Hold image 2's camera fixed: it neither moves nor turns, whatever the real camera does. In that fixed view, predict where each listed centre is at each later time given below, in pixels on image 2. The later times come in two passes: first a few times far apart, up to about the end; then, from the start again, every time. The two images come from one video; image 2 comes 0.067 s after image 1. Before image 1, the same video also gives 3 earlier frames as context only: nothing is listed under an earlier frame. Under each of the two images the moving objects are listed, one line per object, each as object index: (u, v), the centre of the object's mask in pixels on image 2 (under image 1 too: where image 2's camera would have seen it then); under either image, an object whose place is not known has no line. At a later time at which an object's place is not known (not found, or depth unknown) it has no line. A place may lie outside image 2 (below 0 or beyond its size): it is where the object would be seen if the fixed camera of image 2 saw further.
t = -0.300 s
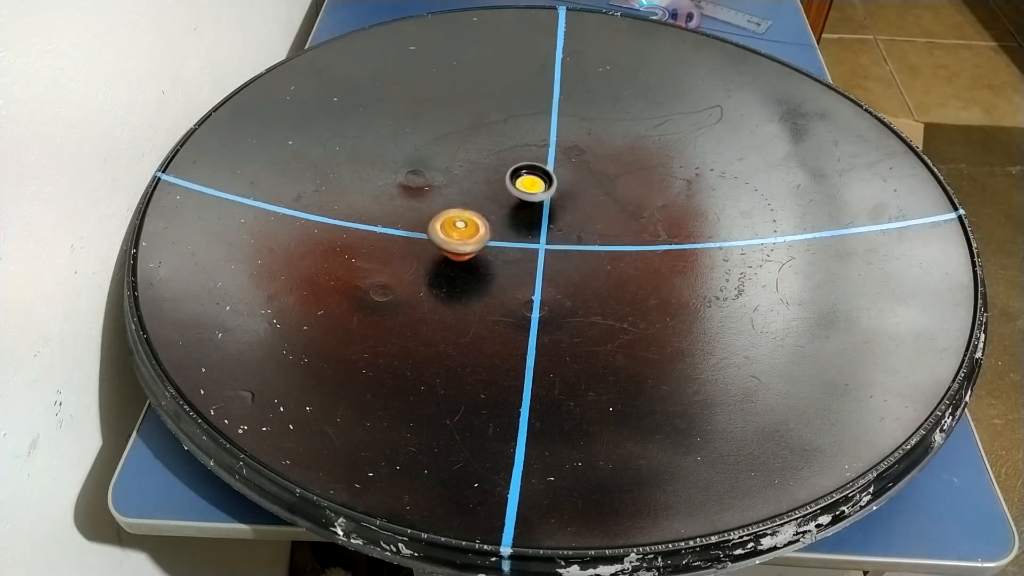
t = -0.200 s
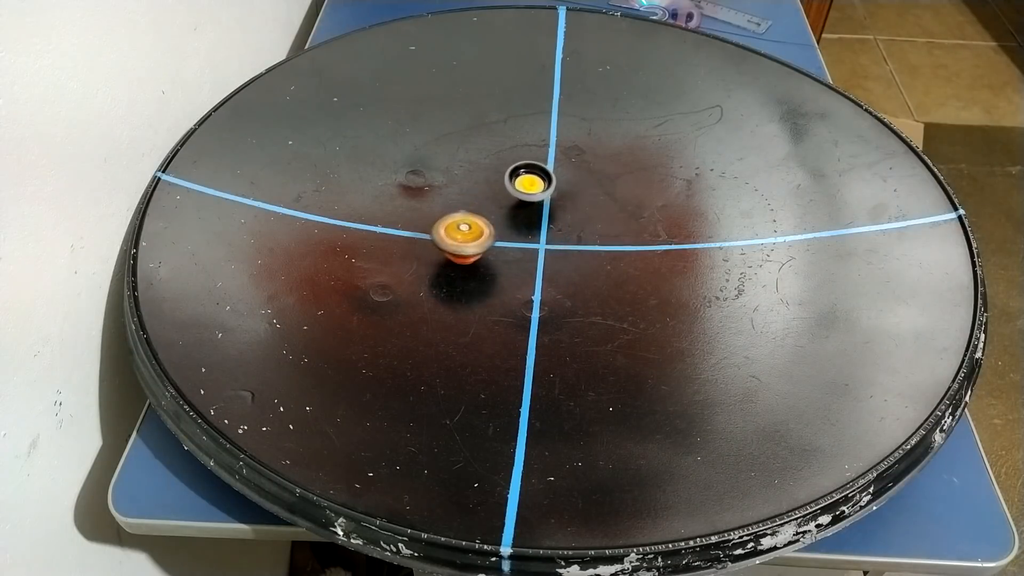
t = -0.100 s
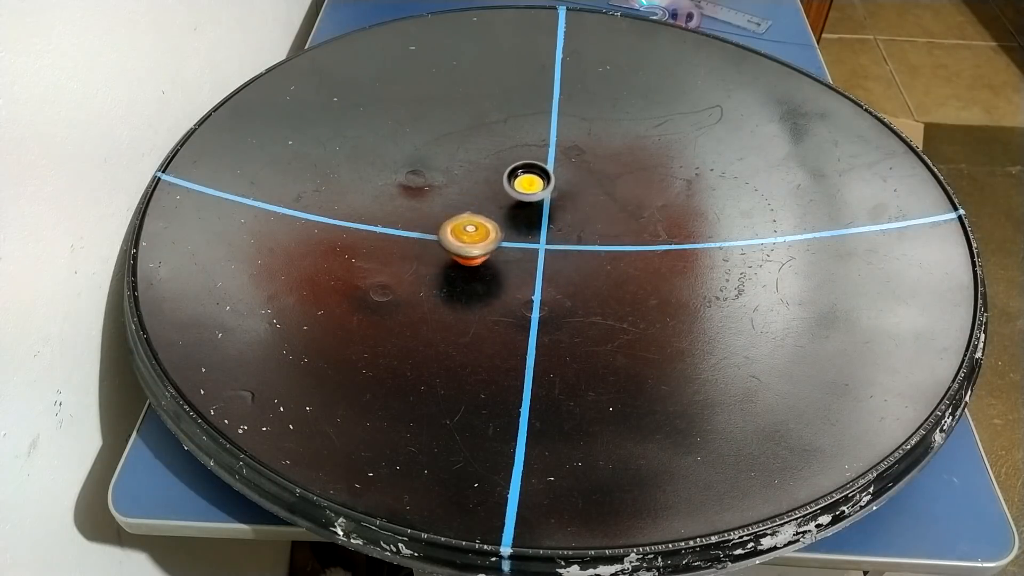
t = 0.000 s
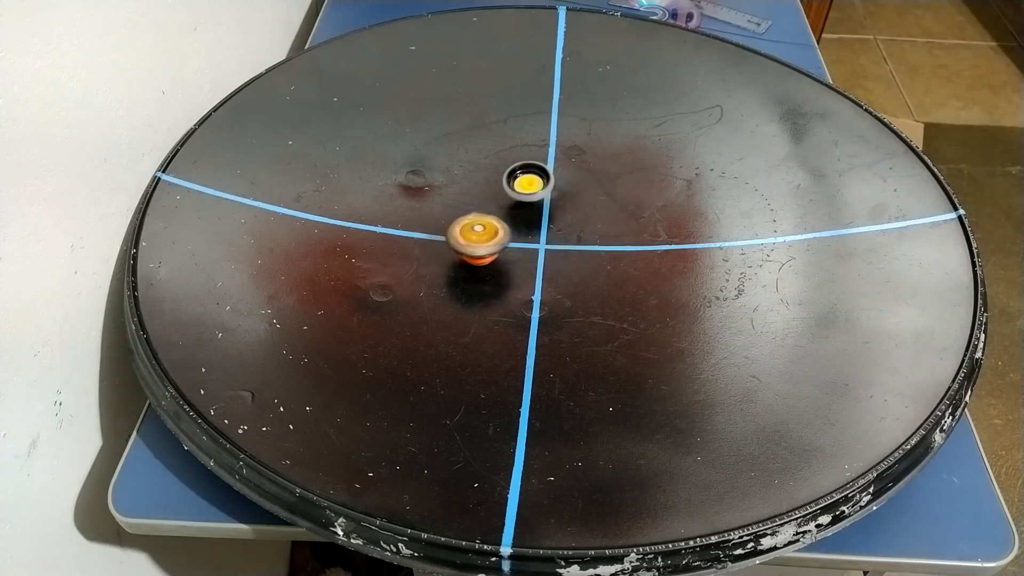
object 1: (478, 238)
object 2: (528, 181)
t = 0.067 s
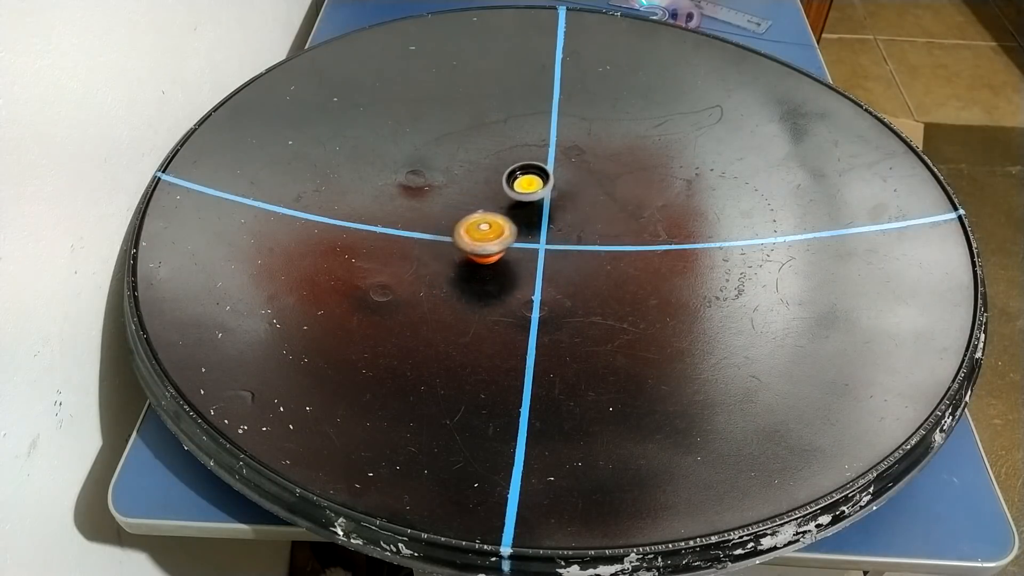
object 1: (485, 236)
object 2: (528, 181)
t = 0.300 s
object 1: (502, 224)
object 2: (525, 183)
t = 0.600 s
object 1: (496, 231)
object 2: (529, 182)
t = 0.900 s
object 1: (494, 247)
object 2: (526, 183)
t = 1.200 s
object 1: (497, 244)
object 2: (525, 183)
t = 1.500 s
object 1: (495, 224)
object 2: (522, 183)
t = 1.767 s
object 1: (484, 209)
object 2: (523, 177)
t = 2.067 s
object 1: (461, 216)
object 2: (519, 185)
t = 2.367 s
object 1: (467, 232)
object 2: (516, 185)
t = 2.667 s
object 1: (494, 231)
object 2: (513, 185)
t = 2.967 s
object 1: (512, 225)
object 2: (514, 182)
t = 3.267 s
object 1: (519, 224)
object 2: (511, 182)
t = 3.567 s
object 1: (518, 226)
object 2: (509, 183)
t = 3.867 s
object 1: (508, 227)
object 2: (504, 183)
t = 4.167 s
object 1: (494, 227)
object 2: (500, 184)
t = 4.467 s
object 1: (484, 227)
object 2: (497, 185)
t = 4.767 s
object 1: (480, 224)
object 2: (494, 184)
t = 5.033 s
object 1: (479, 231)
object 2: (492, 186)
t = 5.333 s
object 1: (490, 232)
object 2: (491, 187)
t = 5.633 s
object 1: (502, 227)
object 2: (486, 181)
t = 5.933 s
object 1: (515, 232)
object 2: (485, 189)
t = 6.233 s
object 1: (518, 228)
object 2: (486, 190)
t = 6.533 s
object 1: (514, 224)
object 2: (484, 188)
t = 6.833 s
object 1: (511, 229)
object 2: (480, 191)
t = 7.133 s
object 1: (507, 230)
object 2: (478, 192)
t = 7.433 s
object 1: (504, 232)
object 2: (476, 190)
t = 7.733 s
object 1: (519, 237)
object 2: (467, 194)
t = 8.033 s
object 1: (521, 225)
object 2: (475, 193)
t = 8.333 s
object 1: (516, 222)
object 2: (466, 191)
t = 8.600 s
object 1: (537, 224)
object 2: (467, 192)
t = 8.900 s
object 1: (535, 219)
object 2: (466, 195)
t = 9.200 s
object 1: (509, 224)
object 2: (462, 196)
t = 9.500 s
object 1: (495, 238)
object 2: (461, 198)
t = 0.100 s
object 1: (488, 235)
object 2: (528, 182)
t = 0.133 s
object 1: (490, 234)
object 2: (527, 182)
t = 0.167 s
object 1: (493, 232)
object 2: (527, 182)
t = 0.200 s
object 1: (496, 230)
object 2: (527, 182)
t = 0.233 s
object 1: (498, 228)
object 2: (526, 183)
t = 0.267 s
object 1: (500, 226)
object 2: (526, 183)
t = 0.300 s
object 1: (502, 224)
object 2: (525, 183)
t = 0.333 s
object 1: (505, 221)
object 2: (525, 182)
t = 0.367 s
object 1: (506, 219)
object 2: (525, 182)
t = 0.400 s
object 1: (506, 219)
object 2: (527, 182)
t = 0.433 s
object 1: (505, 221)
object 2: (529, 181)
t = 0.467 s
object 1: (503, 222)
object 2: (531, 181)
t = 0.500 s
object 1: (500, 224)
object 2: (531, 182)
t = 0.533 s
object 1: (500, 227)
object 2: (530, 183)
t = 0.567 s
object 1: (498, 229)
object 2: (529, 182)
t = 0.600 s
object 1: (496, 231)
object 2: (529, 182)
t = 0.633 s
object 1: (496, 234)
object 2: (529, 182)
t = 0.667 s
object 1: (495, 236)
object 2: (528, 183)
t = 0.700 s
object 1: (494, 238)
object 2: (528, 183)
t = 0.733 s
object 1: (494, 240)
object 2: (527, 182)
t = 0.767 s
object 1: (493, 242)
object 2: (527, 182)
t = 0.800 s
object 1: (493, 243)
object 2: (526, 182)
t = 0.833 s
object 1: (493, 244)
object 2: (526, 182)
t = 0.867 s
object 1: (493, 246)
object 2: (526, 182)
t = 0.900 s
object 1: (494, 247)
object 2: (526, 183)
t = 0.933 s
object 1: (494, 247)
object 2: (526, 183)
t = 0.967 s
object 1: (494, 248)
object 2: (526, 183)
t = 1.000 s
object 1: (494, 248)
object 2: (526, 183)
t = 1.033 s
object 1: (495, 248)
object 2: (526, 183)
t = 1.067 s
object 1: (495, 247)
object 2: (526, 183)
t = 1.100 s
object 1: (496, 247)
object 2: (525, 183)
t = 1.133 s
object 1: (496, 246)
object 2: (525, 183)
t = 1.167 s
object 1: (496, 245)
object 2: (525, 183)
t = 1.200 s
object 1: (497, 244)
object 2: (525, 183)
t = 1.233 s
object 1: (497, 242)
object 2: (525, 183)
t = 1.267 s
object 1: (497, 240)
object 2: (525, 183)
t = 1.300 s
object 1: (497, 238)
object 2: (525, 183)
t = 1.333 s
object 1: (497, 236)
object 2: (525, 183)
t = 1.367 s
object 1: (497, 234)
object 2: (524, 183)
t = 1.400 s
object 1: (497, 231)
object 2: (523, 184)
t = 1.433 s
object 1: (497, 229)
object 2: (523, 183)
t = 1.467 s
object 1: (496, 227)
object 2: (522, 184)
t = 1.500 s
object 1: (495, 224)
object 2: (522, 183)
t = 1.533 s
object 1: (495, 222)
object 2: (522, 183)
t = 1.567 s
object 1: (493, 220)
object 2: (522, 182)
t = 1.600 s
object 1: (493, 218)
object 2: (522, 182)
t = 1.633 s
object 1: (491, 215)
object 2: (523, 175)
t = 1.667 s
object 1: (490, 214)
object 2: (522, 175)
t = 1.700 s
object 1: (488, 211)
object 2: (521, 176)
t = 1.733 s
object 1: (486, 210)
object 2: (521, 177)
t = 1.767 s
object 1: (484, 209)
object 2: (523, 177)
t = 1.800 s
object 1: (482, 208)
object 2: (522, 182)
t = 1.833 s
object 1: (479, 208)
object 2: (522, 183)
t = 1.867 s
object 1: (475, 208)
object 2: (521, 184)
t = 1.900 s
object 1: (472, 209)
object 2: (520, 185)
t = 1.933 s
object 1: (470, 210)
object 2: (520, 184)
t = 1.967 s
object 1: (467, 211)
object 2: (520, 184)
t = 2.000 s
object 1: (465, 213)
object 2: (520, 185)
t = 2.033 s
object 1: (463, 214)
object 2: (520, 185)
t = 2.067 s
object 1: (461, 216)
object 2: (519, 185)
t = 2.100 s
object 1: (460, 218)
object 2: (519, 185)
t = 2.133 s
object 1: (459, 220)
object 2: (519, 185)
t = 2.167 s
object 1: (459, 222)
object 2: (519, 185)
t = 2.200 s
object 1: (459, 224)
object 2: (519, 185)
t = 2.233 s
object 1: (460, 226)
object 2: (518, 185)
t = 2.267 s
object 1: (461, 228)
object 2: (518, 185)
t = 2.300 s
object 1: (462, 229)
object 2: (518, 185)
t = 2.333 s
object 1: (464, 231)
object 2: (517, 185)
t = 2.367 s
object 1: (467, 232)
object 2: (516, 185)
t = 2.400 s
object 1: (469, 233)
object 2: (516, 185)
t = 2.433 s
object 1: (472, 234)
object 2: (516, 185)
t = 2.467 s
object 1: (475, 235)
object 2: (515, 185)
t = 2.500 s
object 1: (478, 235)
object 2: (515, 185)
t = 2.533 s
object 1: (482, 235)
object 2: (514, 185)
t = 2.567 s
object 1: (485, 235)
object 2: (514, 185)
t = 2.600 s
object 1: (489, 234)
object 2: (514, 185)
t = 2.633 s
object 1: (492, 233)
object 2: (513, 185)
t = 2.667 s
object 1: (494, 231)
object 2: (513, 185)
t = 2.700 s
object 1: (497, 230)
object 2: (512, 184)
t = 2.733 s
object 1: (501, 227)
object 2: (512, 184)
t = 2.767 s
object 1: (504, 226)
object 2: (512, 184)
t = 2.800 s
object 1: (505, 224)
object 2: (512, 183)
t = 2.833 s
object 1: (508, 224)
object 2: (515, 181)
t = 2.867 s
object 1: (509, 225)
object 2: (517, 182)
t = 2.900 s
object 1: (509, 225)
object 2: (517, 182)
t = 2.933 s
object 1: (510, 225)
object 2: (515, 182)
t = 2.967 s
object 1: (512, 225)
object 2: (514, 182)
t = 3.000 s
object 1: (513, 224)
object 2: (514, 182)
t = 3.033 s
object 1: (512, 224)
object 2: (514, 182)
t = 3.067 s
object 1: (515, 224)
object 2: (514, 182)
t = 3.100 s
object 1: (516, 224)
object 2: (513, 182)
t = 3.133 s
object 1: (517, 225)
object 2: (512, 182)
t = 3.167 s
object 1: (518, 224)
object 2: (512, 182)
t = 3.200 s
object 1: (519, 224)
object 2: (512, 182)
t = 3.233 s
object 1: (519, 225)
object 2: (511, 182)
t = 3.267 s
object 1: (519, 224)
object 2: (511, 182)
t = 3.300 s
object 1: (520, 224)
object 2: (510, 182)
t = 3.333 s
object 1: (520, 224)
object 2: (510, 183)
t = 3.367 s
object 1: (520, 224)
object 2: (510, 183)
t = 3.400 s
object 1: (520, 225)
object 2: (510, 183)
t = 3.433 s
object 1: (520, 225)
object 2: (509, 183)
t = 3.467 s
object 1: (519, 225)
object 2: (509, 183)
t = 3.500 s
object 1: (520, 225)
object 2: (509, 183)
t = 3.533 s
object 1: (519, 225)
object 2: (509, 183)
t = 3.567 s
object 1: (518, 226)
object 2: (509, 183)
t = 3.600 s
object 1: (518, 226)
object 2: (508, 183)
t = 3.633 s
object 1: (517, 226)
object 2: (508, 183)
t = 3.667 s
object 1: (516, 226)
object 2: (508, 183)
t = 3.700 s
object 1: (515, 226)
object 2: (507, 183)
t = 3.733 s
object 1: (513, 226)
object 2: (507, 183)
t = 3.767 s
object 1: (512, 227)
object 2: (506, 183)
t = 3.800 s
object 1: (511, 227)
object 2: (505, 183)
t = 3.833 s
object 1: (509, 227)
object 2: (504, 183)
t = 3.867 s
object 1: (508, 227)
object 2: (504, 183)
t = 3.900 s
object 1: (506, 227)
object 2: (504, 183)
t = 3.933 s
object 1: (506, 227)
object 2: (503, 183)
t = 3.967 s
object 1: (504, 227)
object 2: (502, 183)
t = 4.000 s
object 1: (502, 227)
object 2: (502, 183)
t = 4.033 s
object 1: (501, 227)
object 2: (502, 183)
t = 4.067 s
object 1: (499, 227)
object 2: (501, 183)
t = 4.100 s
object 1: (497, 227)
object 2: (500, 184)
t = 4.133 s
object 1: (496, 227)
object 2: (500, 183)
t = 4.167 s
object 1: (494, 227)
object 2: (500, 184)
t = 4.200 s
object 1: (493, 227)
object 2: (500, 184)
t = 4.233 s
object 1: (492, 227)
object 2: (499, 184)
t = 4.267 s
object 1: (490, 227)
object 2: (499, 184)
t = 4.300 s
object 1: (490, 227)
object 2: (499, 184)
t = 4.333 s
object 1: (488, 227)
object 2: (499, 184)
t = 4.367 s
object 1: (487, 227)
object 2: (499, 185)
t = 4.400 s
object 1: (486, 227)
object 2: (498, 185)
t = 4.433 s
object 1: (485, 227)
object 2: (497, 185)
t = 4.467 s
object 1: (484, 227)
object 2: (497, 185)
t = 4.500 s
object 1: (484, 226)
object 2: (497, 185)
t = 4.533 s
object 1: (482, 226)
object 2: (497, 185)
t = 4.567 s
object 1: (482, 226)
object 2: (496, 185)
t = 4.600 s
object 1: (482, 226)
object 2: (495, 185)
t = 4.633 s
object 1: (481, 225)
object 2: (495, 185)
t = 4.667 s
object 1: (481, 225)
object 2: (494, 185)
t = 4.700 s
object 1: (480, 225)
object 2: (494, 185)
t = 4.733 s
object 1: (480, 225)
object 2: (494, 184)
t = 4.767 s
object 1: (480, 224)
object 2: (494, 184)
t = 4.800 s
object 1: (480, 224)
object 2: (493, 184)
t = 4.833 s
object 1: (480, 225)
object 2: (496, 185)
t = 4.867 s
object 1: (479, 226)
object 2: (495, 186)
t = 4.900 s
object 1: (478, 228)
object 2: (494, 186)
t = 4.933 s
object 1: (478, 229)
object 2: (491, 186)
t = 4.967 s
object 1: (479, 230)
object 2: (491, 186)
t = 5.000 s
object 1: (479, 231)
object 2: (492, 186)
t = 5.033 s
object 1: (479, 231)
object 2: (492, 186)
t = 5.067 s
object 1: (480, 232)
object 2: (490, 187)
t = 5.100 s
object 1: (481, 233)
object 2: (490, 187)
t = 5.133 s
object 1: (481, 233)
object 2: (490, 187)
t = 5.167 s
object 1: (483, 233)
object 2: (491, 187)
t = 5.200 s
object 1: (484, 234)
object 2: (491, 187)
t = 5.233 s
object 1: (485, 233)
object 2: (491, 187)
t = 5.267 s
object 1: (486, 233)
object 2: (490, 187)
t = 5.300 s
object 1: (488, 233)
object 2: (490, 187)
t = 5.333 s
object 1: (490, 232)
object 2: (491, 187)
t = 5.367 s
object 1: (491, 232)
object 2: (491, 187)
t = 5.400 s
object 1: (493, 231)
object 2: (490, 188)
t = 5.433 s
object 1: (494, 230)
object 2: (489, 187)
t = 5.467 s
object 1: (496, 230)
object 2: (489, 187)
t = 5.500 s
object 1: (497, 228)
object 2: (488, 187)
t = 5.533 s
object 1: (498, 227)
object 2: (488, 187)
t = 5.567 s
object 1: (500, 226)
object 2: (488, 187)
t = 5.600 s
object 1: (501, 226)
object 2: (487, 187)
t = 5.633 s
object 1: (502, 227)
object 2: (486, 181)
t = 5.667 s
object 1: (504, 228)
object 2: (487, 187)
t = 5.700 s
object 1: (505, 229)
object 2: (487, 188)
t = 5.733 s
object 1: (506, 230)
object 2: (486, 189)
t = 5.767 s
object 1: (507, 231)
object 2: (485, 190)
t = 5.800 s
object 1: (509, 231)
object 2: (483, 190)
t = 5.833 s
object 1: (510, 232)
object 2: (483, 189)
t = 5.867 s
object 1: (510, 232)
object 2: (484, 188)
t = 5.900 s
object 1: (512, 233)
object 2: (485, 188)
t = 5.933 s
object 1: (515, 232)
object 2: (485, 189)
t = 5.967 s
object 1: (515, 233)
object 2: (484, 189)
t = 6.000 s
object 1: (515, 233)
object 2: (485, 189)
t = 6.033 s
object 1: (517, 232)
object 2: (486, 189)
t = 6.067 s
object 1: (518, 232)
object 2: (487, 189)
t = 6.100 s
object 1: (518, 232)
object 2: (487, 189)
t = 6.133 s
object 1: (517, 230)
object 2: (487, 190)
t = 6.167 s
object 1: (519, 230)
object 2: (487, 190)
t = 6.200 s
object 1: (519, 229)
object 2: (487, 190)
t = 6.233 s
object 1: (518, 228)
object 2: (486, 190)
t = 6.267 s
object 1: (518, 228)
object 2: (485, 190)
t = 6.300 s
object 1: (517, 226)
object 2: (484, 190)
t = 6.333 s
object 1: (516, 225)
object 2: (483, 191)
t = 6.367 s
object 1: (515, 224)
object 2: (482, 190)
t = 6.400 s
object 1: (514, 223)
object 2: (481, 190)
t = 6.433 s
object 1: (513, 222)
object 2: (481, 190)
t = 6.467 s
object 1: (513, 222)
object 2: (481, 189)
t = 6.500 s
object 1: (514, 223)
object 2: (482, 188)
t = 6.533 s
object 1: (514, 224)
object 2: (484, 188)
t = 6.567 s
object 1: (513, 224)
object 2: (483, 189)
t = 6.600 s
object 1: (513, 225)
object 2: (482, 190)
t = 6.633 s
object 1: (514, 226)
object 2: (480, 190)
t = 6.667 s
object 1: (514, 226)
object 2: (480, 190)
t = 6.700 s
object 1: (512, 227)
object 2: (482, 190)
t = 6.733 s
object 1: (512, 227)
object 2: (482, 190)
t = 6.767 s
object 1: (513, 228)
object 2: (482, 190)
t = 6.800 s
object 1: (512, 228)
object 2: (480, 191)
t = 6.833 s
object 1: (511, 229)
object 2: (480, 191)
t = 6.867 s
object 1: (511, 229)
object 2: (480, 190)
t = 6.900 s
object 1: (511, 230)
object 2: (481, 191)
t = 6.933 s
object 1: (510, 230)
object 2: (481, 191)
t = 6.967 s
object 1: (510, 230)
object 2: (480, 192)
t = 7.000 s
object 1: (510, 230)
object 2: (479, 192)
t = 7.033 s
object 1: (509, 230)
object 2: (478, 191)
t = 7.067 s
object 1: (508, 230)
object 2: (478, 191)
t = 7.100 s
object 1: (508, 230)
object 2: (478, 192)
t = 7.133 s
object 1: (507, 230)
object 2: (478, 192)
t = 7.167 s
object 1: (505, 230)
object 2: (476, 193)
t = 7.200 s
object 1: (505, 229)
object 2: (476, 192)
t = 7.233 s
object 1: (505, 229)
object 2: (476, 192)
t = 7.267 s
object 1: (503, 229)
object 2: (476, 192)
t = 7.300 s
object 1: (502, 229)
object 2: (476, 192)
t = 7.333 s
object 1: (501, 228)
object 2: (474, 192)
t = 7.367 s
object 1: (501, 228)
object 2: (474, 192)
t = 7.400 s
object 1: (503, 230)
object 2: (475, 190)
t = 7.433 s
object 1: (504, 232)
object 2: (476, 190)
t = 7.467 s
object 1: (505, 234)
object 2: (479, 191)
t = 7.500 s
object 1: (506, 235)
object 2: (479, 193)
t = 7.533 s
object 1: (509, 236)
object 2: (477, 195)
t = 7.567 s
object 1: (511, 237)
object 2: (474, 196)
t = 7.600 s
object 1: (512, 238)
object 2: (472, 195)
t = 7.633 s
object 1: (513, 238)
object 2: (470, 195)
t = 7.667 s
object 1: (515, 238)
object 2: (469, 194)
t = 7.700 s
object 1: (518, 238)
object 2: (469, 194)
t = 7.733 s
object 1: (519, 237)
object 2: (467, 194)
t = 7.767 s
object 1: (520, 237)
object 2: (467, 193)
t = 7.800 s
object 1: (522, 236)
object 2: (467, 193)
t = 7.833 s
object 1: (522, 235)
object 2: (468, 192)
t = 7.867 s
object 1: (523, 233)
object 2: (470, 191)
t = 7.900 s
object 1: (523, 232)
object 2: (472, 192)
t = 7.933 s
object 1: (523, 230)
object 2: (473, 192)
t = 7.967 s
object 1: (523, 229)
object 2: (474, 192)
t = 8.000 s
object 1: (523, 227)
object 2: (475, 192)
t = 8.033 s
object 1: (521, 225)
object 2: (475, 193)
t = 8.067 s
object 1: (520, 224)
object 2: (476, 194)
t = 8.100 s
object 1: (519, 222)
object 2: (475, 194)
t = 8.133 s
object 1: (516, 220)
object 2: (473, 195)
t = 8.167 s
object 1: (514, 219)
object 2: (471, 196)
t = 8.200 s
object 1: (512, 218)
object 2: (465, 188)
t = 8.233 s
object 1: (511, 217)
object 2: (465, 188)
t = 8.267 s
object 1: (512, 218)
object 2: (466, 195)
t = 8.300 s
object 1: (515, 220)
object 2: (464, 192)
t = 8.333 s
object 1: (516, 222)
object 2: (466, 191)
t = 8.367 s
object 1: (517, 223)
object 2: (469, 191)
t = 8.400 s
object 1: (520, 223)
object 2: (470, 192)
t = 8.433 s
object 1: (524, 224)
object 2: (470, 194)
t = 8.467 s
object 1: (527, 225)
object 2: (467, 195)
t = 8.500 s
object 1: (529, 225)
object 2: (465, 195)
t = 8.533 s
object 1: (531, 225)
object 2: (464, 194)
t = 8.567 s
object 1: (534, 224)
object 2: (465, 192)
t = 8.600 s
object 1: (537, 224)
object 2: (467, 192)
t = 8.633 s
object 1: (537, 224)
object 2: (468, 193)
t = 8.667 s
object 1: (537, 224)
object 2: (468, 193)
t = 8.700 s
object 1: (538, 223)
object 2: (468, 194)
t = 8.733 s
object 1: (539, 222)
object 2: (466, 194)
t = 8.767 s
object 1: (539, 221)
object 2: (466, 194)
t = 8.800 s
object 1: (538, 221)
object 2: (466, 194)
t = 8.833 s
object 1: (536, 220)
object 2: (466, 194)
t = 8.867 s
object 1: (535, 220)
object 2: (467, 195)
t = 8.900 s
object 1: (535, 219)
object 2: (466, 195)
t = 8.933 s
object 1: (533, 219)
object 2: (465, 196)
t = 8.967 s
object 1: (529, 218)
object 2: (463, 196)
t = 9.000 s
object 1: (526, 219)
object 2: (463, 195)
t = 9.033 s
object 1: (524, 219)
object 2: (463, 195)
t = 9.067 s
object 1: (522, 219)
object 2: (463, 195)
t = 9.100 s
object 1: (518, 219)
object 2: (463, 195)
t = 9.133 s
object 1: (515, 221)
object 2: (463, 196)
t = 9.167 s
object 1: (511, 222)
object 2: (462, 196)
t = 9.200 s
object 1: (509, 224)
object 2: (462, 196)
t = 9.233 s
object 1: (507, 225)
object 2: (462, 196)
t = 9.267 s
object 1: (505, 226)
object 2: (462, 196)
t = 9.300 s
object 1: (502, 228)
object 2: (463, 196)
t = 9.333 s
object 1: (500, 230)
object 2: (463, 196)
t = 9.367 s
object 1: (499, 232)
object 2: (463, 197)
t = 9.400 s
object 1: (498, 234)
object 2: (462, 198)
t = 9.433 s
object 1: (496, 235)
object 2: (462, 198)
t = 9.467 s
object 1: (496, 237)
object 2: (461, 198)
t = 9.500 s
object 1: (495, 238)
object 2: (461, 198)
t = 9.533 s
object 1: (495, 240)
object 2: (461, 198)
